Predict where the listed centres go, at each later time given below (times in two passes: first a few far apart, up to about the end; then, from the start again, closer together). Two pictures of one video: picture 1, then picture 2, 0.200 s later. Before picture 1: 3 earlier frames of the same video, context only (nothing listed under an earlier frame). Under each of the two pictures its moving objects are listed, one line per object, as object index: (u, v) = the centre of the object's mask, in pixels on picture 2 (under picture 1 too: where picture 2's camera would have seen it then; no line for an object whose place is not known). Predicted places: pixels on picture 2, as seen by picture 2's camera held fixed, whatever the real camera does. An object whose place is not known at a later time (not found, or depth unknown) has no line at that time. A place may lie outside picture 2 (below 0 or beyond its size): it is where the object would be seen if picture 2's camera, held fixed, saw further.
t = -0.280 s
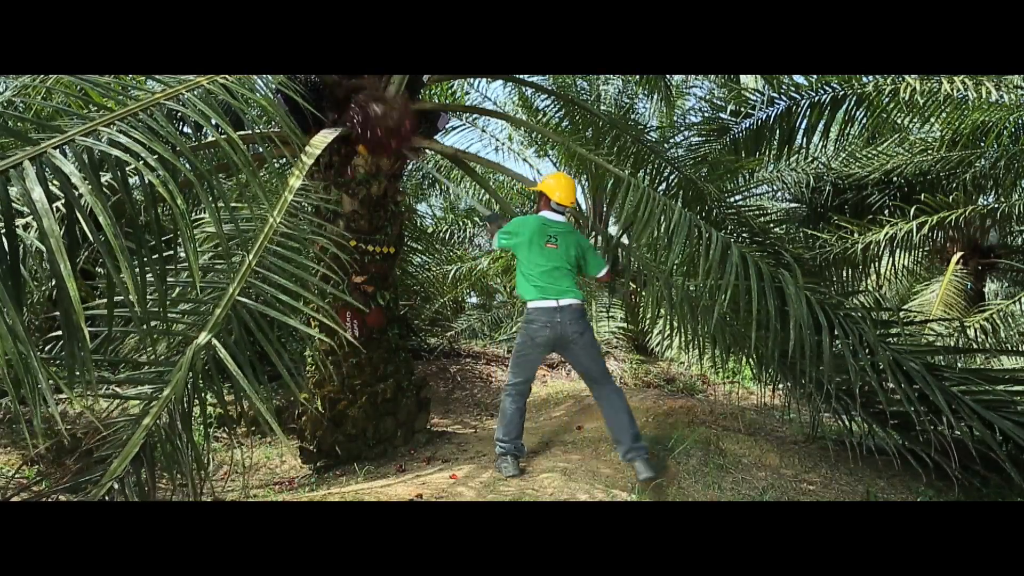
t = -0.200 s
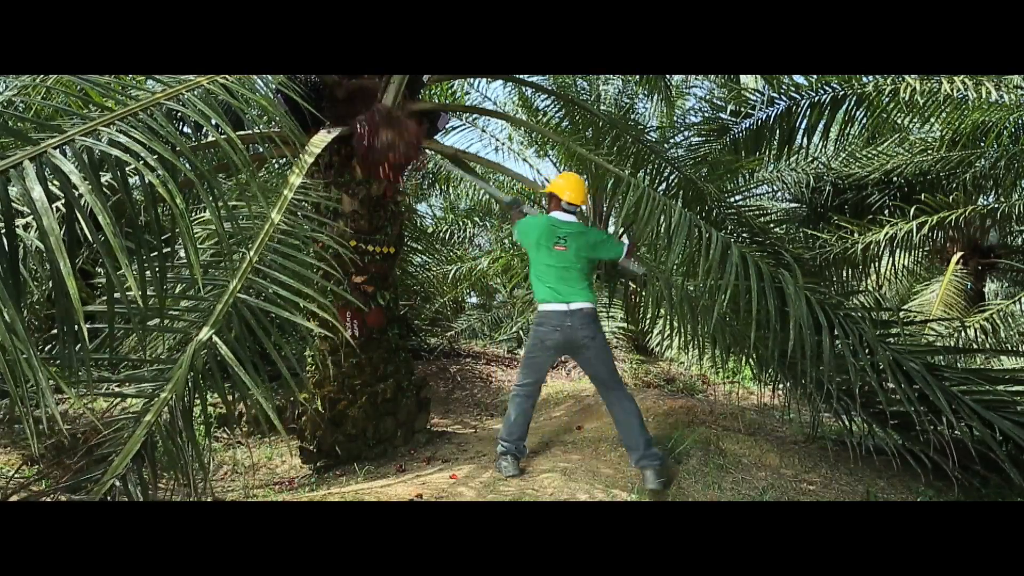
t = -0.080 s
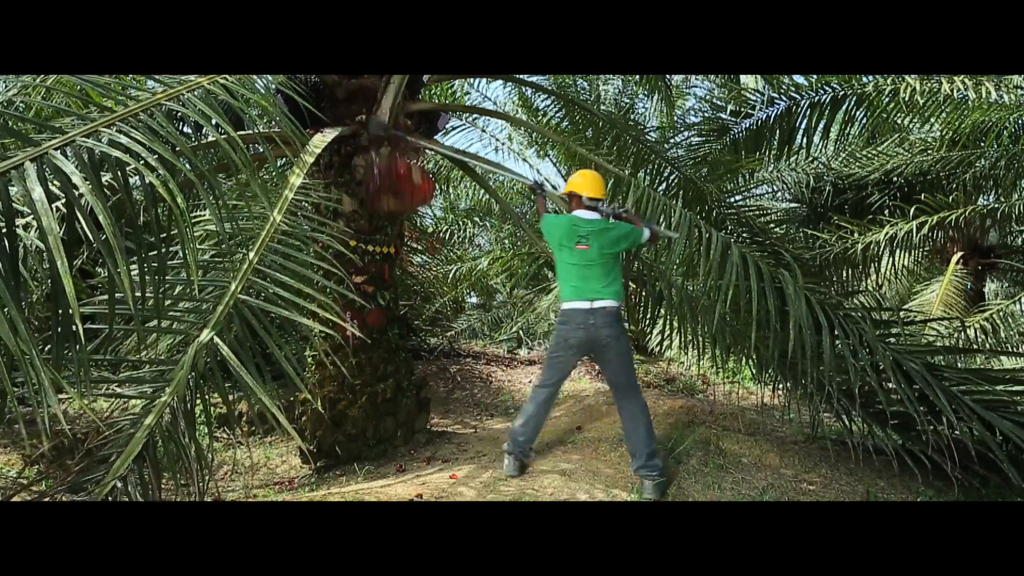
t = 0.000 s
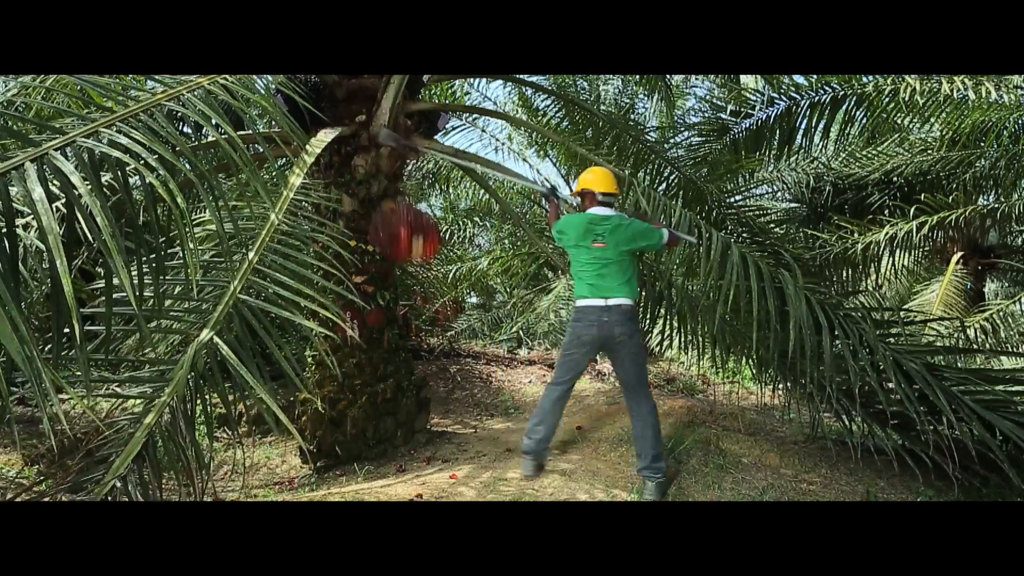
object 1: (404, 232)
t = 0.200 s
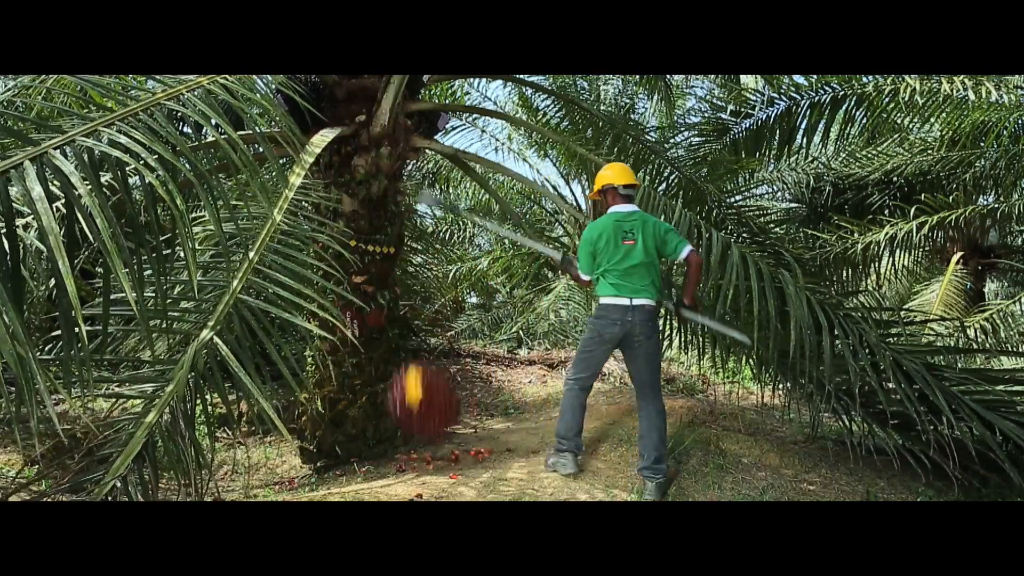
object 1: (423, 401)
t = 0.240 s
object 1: (426, 443)
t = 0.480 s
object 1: (364, 440)
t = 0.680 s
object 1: (305, 464)
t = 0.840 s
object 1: (253, 460)
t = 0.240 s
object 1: (426, 443)
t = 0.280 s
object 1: (417, 442)
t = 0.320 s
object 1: (406, 437)
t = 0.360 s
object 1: (395, 437)
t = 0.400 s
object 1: (384, 440)
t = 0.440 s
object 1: (373, 441)
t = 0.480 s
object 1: (364, 440)
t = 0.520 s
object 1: (355, 439)
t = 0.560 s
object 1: (344, 441)
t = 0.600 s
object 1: (333, 451)
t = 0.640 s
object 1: (317, 461)
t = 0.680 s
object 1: (305, 464)
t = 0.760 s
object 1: (280, 459)
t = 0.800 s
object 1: (267, 457)
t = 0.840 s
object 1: (253, 460)
